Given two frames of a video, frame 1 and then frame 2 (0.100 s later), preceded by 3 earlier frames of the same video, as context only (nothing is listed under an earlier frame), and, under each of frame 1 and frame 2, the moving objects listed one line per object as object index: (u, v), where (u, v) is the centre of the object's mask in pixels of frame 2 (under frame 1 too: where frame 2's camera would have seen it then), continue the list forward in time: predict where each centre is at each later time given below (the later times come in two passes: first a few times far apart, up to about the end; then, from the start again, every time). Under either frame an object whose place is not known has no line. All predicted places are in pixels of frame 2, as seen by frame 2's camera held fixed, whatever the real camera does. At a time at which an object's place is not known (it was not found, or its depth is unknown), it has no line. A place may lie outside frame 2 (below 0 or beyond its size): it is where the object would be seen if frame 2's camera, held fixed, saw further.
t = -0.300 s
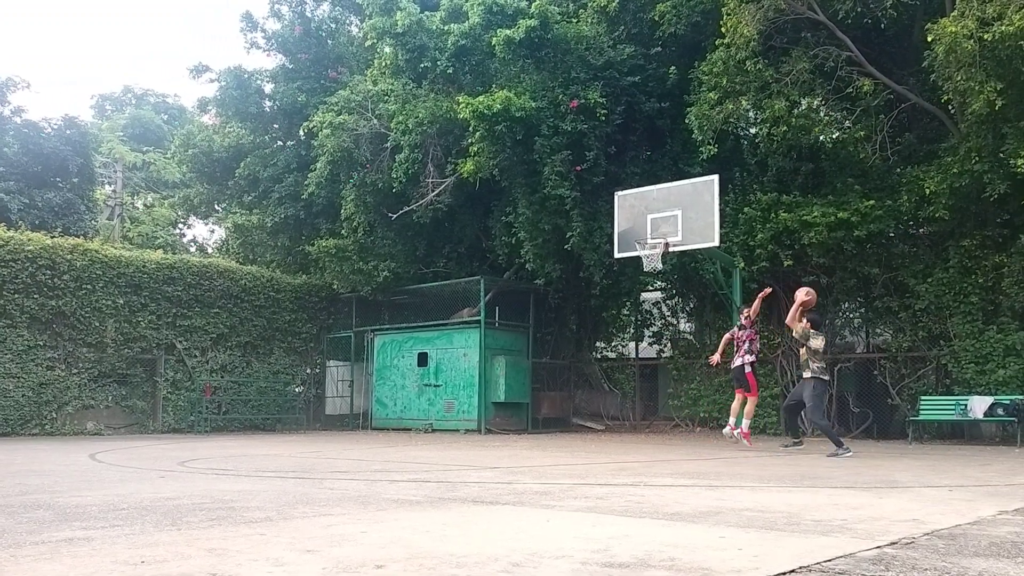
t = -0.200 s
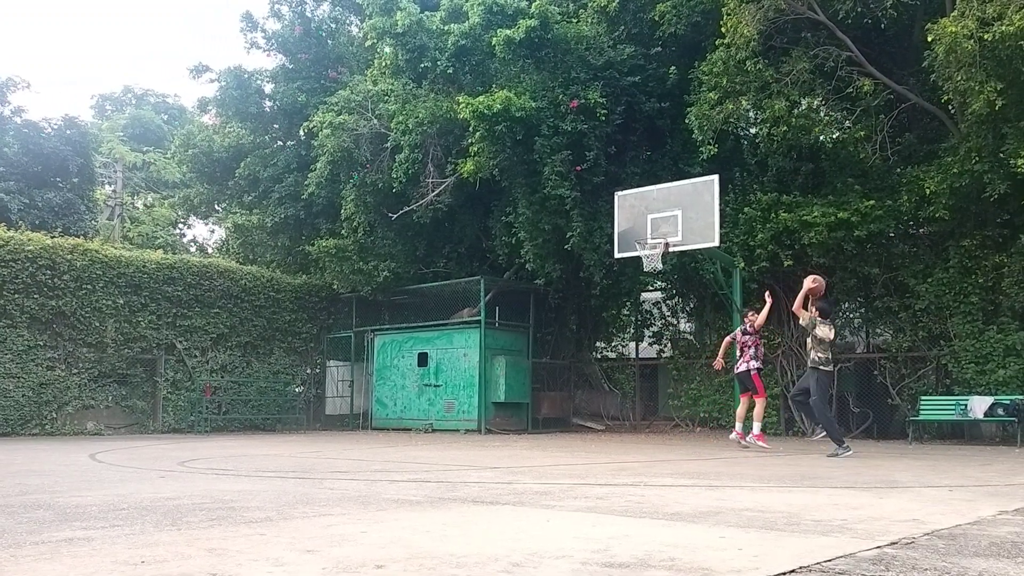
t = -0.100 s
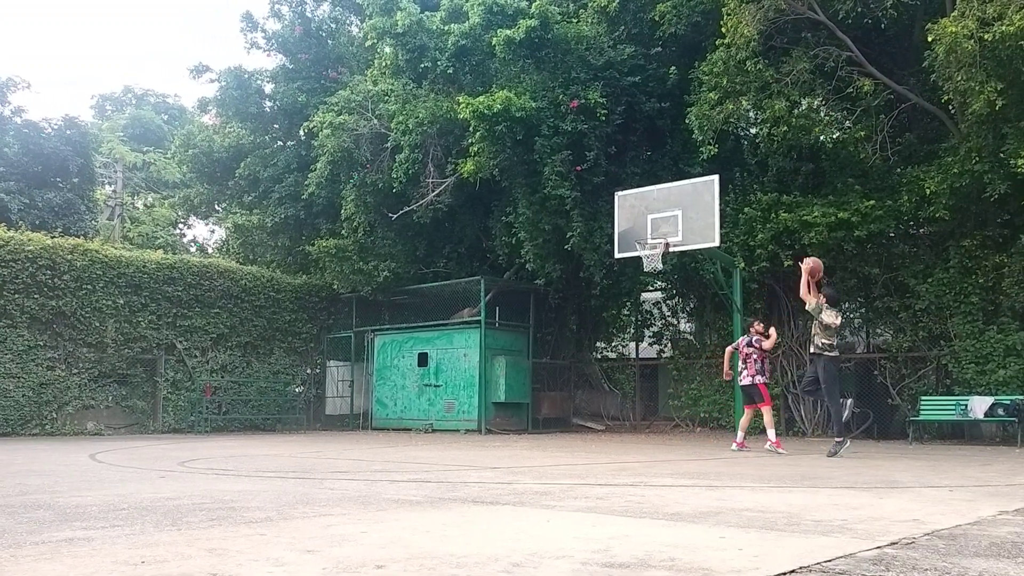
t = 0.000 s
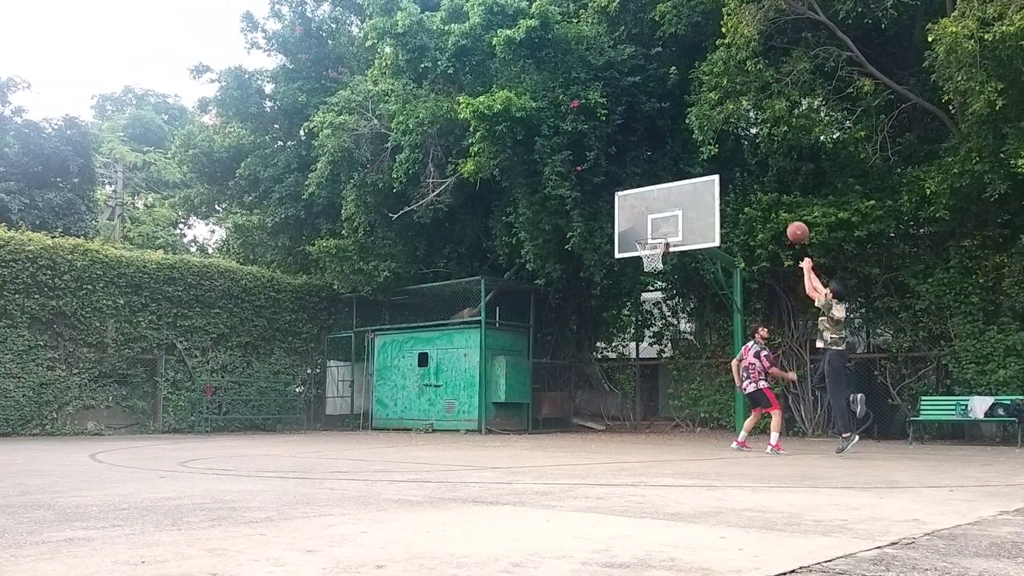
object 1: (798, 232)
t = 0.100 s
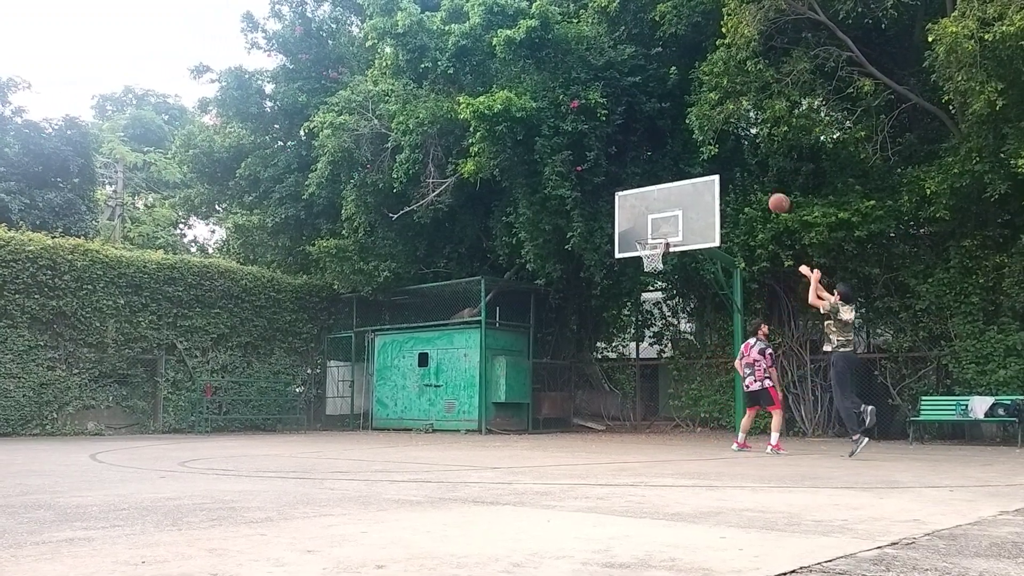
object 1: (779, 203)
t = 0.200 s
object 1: (761, 184)
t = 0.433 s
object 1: (726, 170)
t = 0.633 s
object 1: (698, 189)
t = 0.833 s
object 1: (674, 230)
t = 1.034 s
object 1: (697, 233)
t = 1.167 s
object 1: (706, 243)
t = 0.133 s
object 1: (773, 196)
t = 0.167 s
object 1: (767, 190)
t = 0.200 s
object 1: (761, 184)
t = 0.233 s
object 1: (756, 180)
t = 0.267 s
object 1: (751, 176)
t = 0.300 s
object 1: (745, 173)
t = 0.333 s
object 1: (740, 172)
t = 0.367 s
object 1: (735, 170)
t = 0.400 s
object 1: (730, 170)
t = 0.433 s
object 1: (726, 170)
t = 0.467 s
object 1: (721, 171)
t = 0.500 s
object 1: (717, 173)
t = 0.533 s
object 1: (712, 176)
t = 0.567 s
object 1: (707, 179)
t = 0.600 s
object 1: (703, 183)
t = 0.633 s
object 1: (698, 189)
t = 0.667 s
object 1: (694, 194)
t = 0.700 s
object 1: (690, 200)
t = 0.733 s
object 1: (686, 206)
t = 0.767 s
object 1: (682, 213)
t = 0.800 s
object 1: (678, 222)
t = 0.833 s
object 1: (674, 230)
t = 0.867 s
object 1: (675, 234)
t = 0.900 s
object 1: (681, 234)
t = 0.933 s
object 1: (688, 234)
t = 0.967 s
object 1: (693, 232)
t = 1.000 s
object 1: (695, 232)
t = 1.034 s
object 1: (697, 233)
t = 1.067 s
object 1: (699, 234)
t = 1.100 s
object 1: (701, 236)
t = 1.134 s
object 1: (704, 239)
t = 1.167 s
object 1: (706, 243)
